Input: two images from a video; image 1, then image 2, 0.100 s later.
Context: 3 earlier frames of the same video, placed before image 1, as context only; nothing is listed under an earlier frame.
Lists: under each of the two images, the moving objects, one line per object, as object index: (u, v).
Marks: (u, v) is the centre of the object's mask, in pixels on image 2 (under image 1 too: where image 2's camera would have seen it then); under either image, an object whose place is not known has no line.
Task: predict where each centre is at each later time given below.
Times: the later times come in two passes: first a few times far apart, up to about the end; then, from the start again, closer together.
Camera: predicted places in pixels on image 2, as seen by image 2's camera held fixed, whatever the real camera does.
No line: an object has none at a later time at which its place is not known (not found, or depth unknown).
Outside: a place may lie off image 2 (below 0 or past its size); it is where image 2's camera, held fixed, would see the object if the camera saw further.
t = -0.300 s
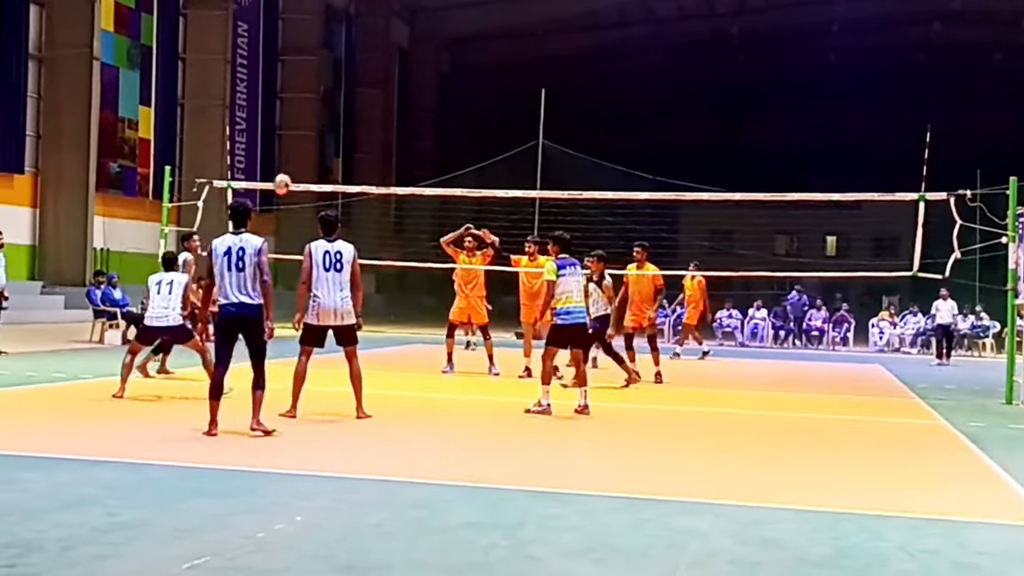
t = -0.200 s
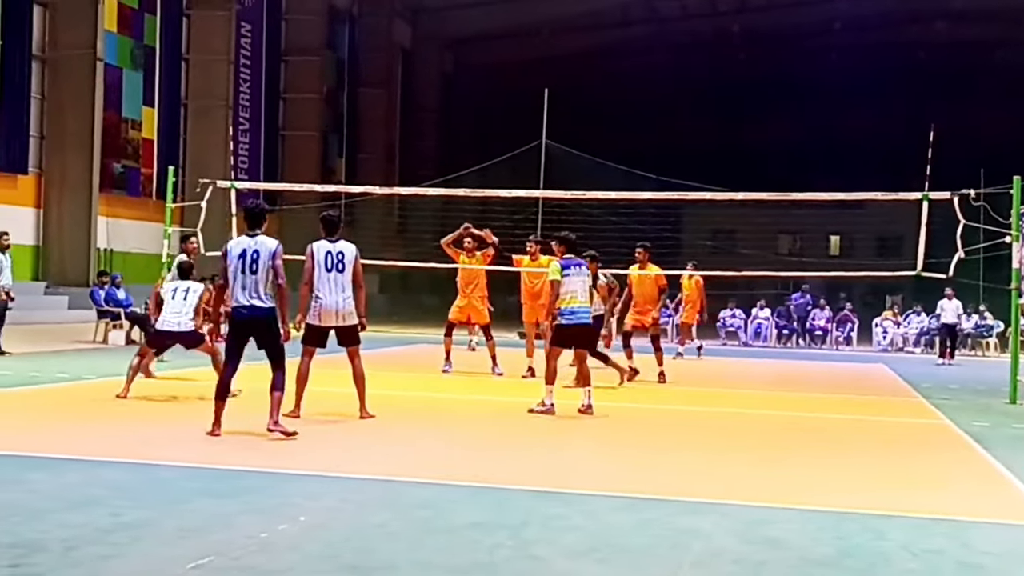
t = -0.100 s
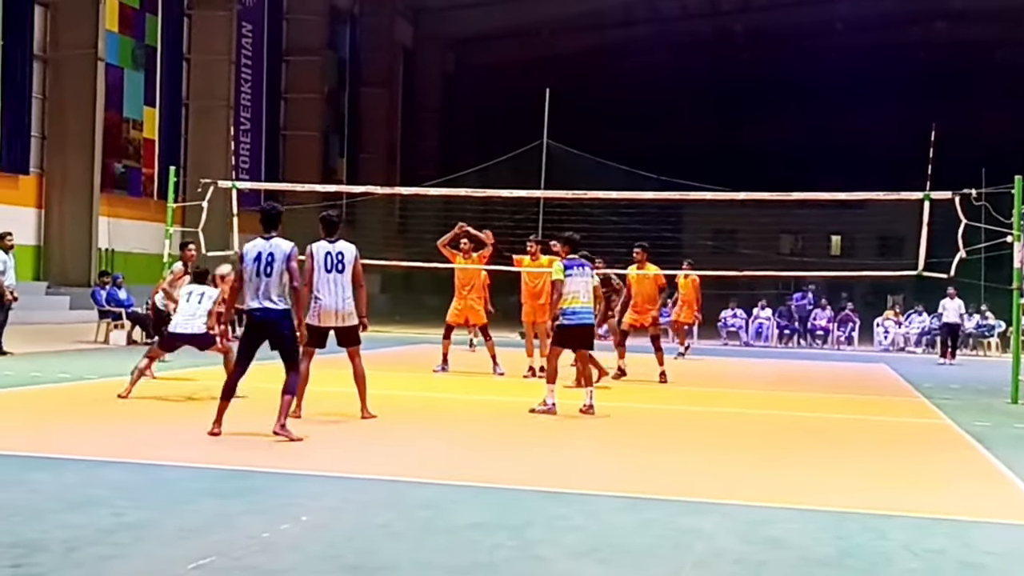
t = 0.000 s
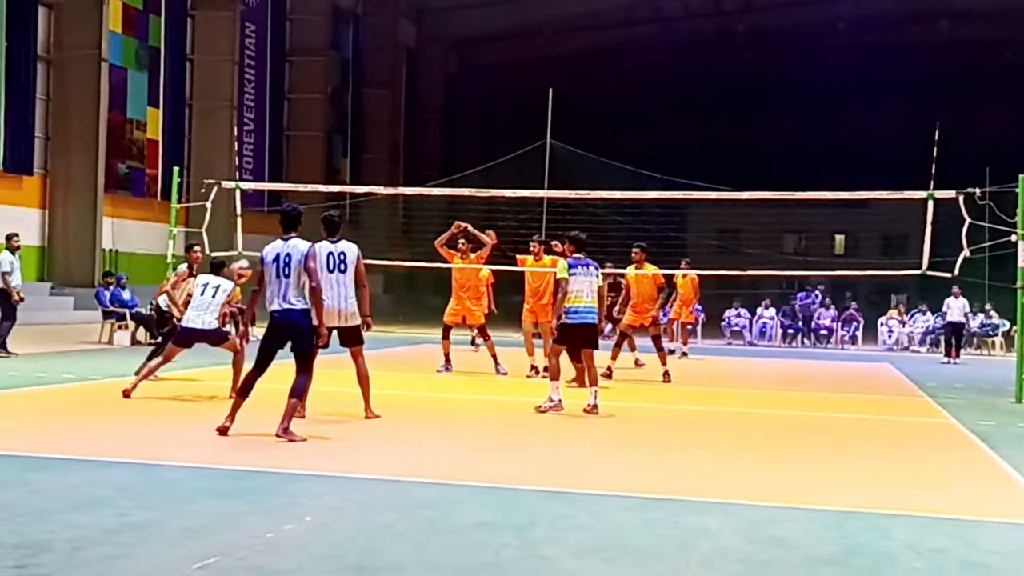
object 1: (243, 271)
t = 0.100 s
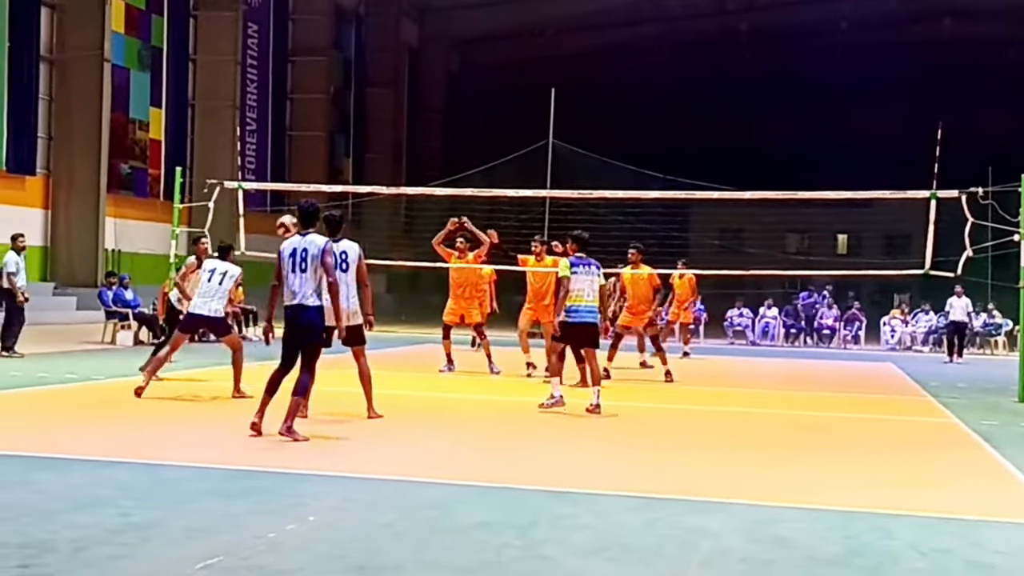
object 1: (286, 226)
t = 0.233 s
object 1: (343, 181)
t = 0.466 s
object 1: (437, 148)
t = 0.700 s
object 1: (526, 165)
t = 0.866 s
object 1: (587, 209)
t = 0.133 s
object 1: (298, 213)
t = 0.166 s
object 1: (313, 197)
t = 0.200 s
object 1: (329, 191)
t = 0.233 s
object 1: (343, 181)
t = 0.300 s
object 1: (371, 167)
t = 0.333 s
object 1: (385, 161)
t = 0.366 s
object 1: (398, 156)
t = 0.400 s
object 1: (411, 153)
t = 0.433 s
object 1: (424, 150)
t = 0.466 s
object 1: (437, 148)
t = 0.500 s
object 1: (450, 148)
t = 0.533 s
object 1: (463, 148)
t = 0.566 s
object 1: (476, 149)
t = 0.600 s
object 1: (489, 152)
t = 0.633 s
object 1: (502, 155)
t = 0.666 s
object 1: (514, 160)
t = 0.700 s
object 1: (526, 165)
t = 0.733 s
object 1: (539, 172)
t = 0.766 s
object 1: (551, 178)
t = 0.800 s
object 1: (563, 187)
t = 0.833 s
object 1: (575, 198)
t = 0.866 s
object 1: (587, 209)
